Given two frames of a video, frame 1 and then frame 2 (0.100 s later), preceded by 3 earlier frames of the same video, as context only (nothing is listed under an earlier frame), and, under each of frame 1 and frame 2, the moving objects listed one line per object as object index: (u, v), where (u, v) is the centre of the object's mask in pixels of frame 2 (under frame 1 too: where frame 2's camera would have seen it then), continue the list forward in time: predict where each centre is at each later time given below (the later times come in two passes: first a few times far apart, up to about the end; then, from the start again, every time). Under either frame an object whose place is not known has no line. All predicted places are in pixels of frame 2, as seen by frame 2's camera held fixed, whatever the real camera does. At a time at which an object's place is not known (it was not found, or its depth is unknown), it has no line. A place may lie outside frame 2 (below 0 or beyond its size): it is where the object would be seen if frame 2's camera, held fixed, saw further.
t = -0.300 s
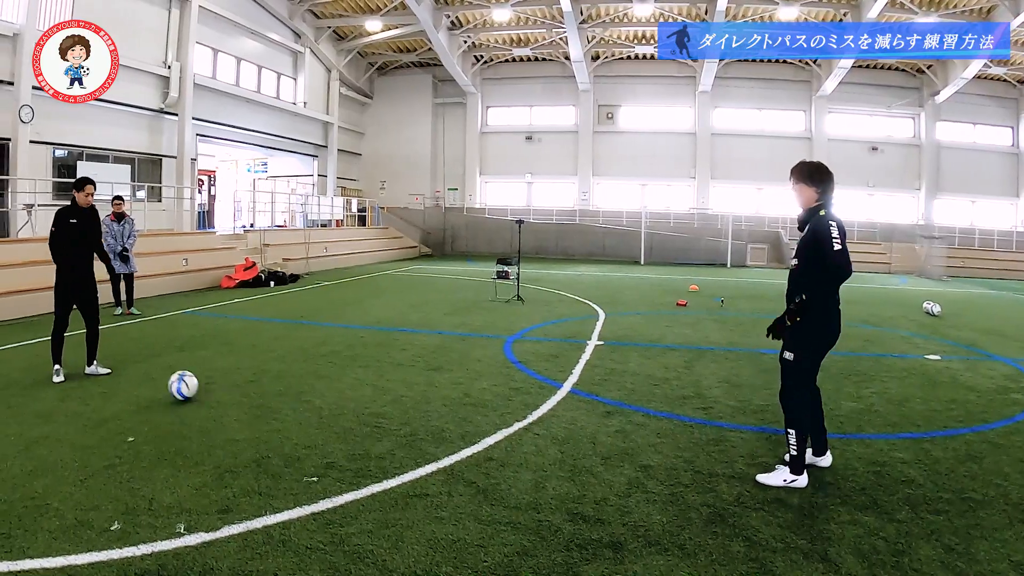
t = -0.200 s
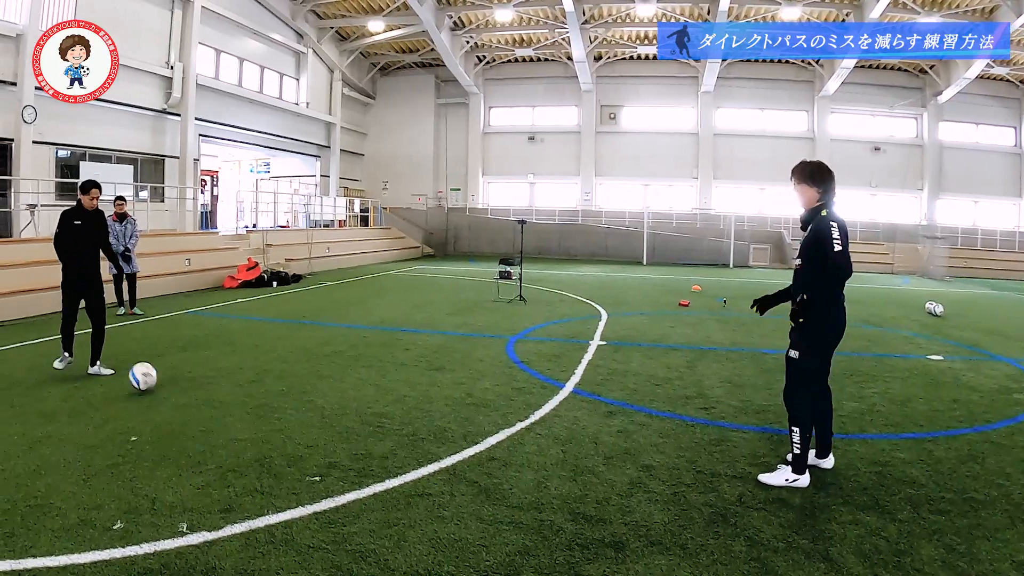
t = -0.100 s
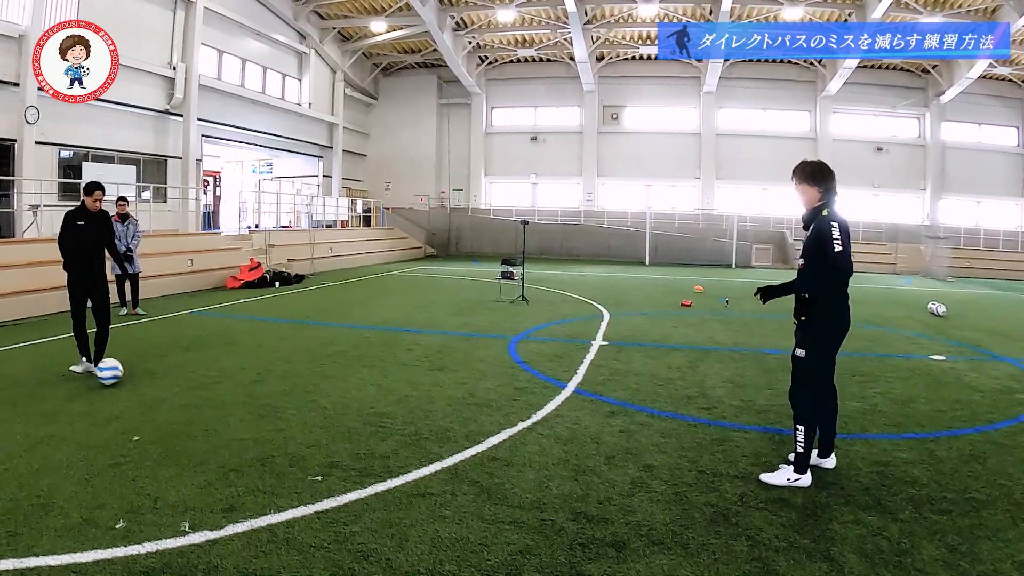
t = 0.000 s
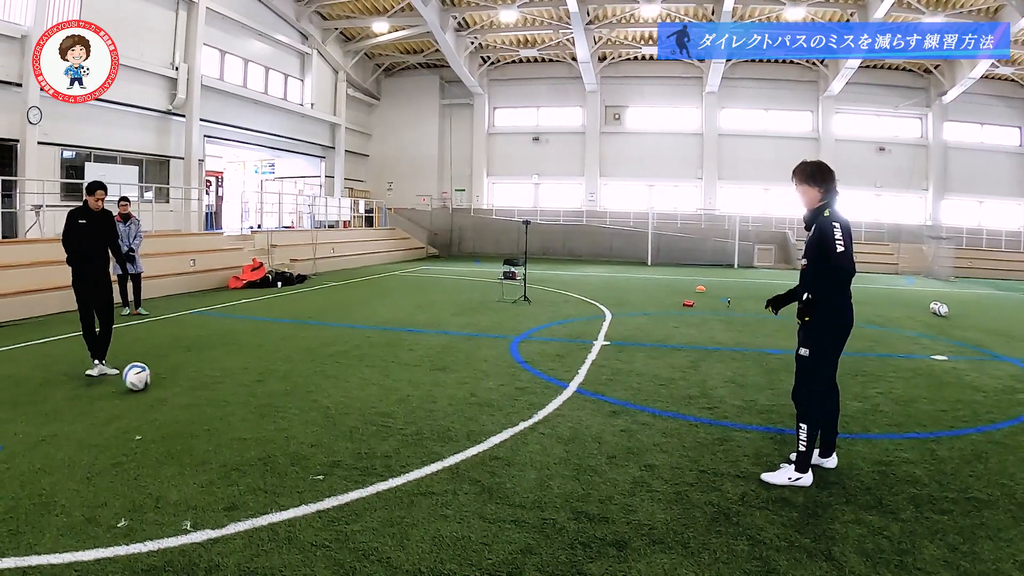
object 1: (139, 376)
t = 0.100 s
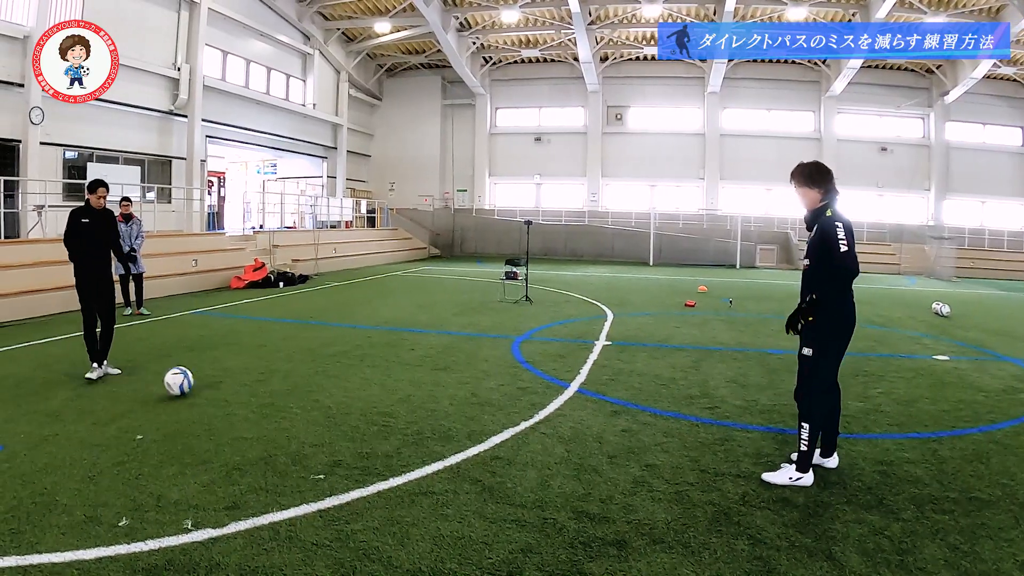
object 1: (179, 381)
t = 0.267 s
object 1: (244, 392)
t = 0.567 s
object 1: (344, 403)
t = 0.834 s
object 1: (428, 411)
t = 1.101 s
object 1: (512, 418)
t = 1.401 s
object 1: (606, 426)
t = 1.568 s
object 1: (657, 431)
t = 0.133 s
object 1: (192, 384)
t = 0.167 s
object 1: (206, 387)
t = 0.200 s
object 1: (219, 387)
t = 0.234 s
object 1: (231, 389)
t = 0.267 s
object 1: (244, 392)
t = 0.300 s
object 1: (257, 393)
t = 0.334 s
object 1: (268, 393)
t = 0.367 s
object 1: (280, 396)
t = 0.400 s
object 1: (291, 397)
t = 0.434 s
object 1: (302, 398)
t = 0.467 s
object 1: (313, 399)
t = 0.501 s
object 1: (323, 401)
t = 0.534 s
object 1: (334, 402)
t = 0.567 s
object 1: (344, 403)
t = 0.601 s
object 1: (354, 405)
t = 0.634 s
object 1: (364, 405)
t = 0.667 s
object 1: (374, 406)
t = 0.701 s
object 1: (386, 407)
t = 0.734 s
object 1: (396, 408)
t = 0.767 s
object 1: (406, 409)
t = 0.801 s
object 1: (417, 410)
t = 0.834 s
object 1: (428, 411)
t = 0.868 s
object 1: (438, 413)
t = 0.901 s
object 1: (448, 413)
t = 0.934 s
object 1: (459, 413)
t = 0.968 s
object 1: (470, 415)
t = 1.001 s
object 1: (480, 416)
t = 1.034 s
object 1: (491, 416)
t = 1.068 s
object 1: (501, 417)
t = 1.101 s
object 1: (512, 418)
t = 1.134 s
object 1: (523, 419)
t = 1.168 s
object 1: (533, 421)
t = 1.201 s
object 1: (543, 421)
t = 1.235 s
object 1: (553, 422)
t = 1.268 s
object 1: (564, 423)
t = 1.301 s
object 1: (575, 423)
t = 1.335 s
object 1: (585, 425)
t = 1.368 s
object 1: (596, 426)
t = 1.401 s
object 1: (606, 426)
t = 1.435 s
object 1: (616, 427)
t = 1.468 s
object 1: (627, 428)
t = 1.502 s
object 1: (637, 429)
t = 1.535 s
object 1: (647, 430)
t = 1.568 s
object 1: (657, 431)
